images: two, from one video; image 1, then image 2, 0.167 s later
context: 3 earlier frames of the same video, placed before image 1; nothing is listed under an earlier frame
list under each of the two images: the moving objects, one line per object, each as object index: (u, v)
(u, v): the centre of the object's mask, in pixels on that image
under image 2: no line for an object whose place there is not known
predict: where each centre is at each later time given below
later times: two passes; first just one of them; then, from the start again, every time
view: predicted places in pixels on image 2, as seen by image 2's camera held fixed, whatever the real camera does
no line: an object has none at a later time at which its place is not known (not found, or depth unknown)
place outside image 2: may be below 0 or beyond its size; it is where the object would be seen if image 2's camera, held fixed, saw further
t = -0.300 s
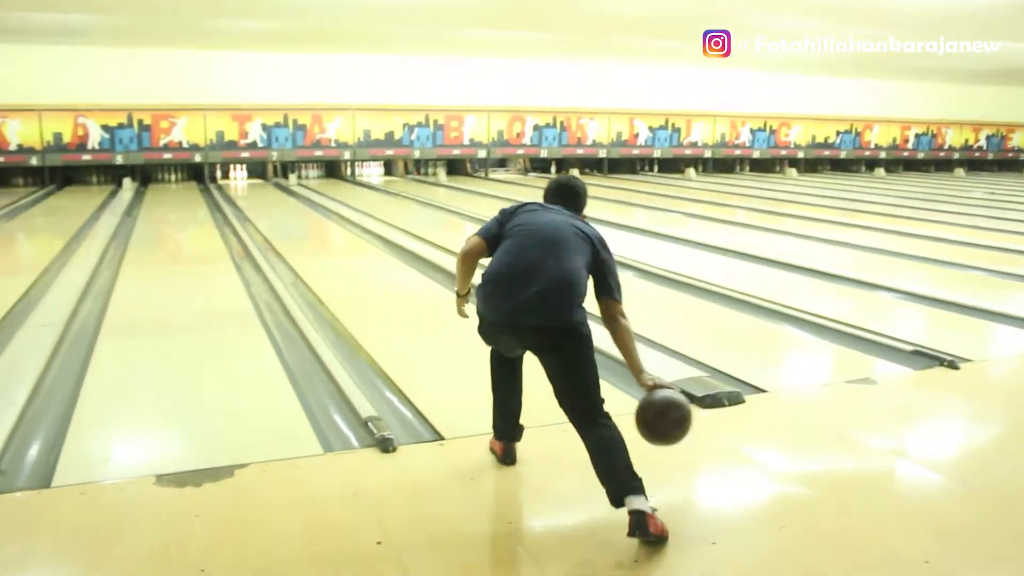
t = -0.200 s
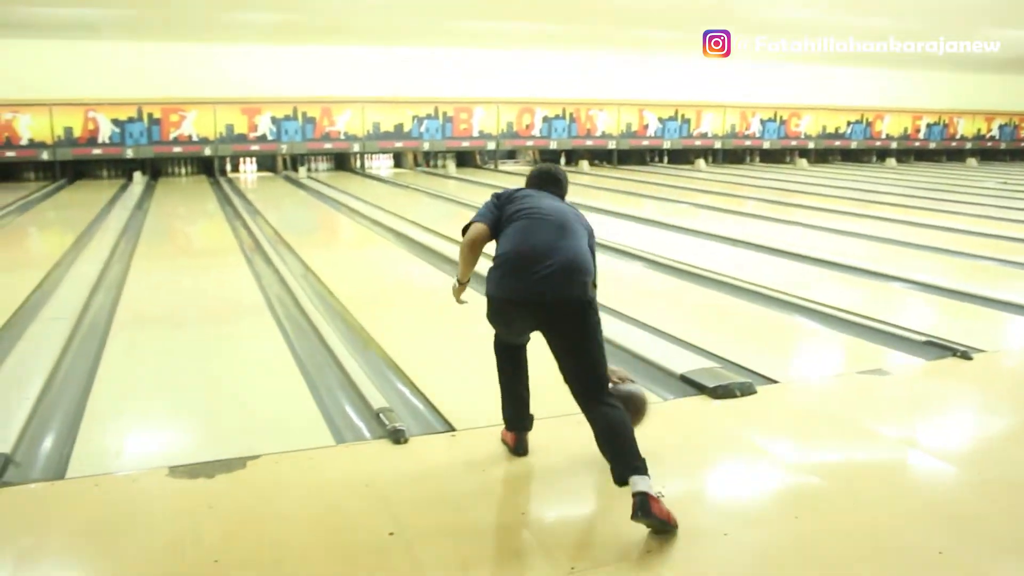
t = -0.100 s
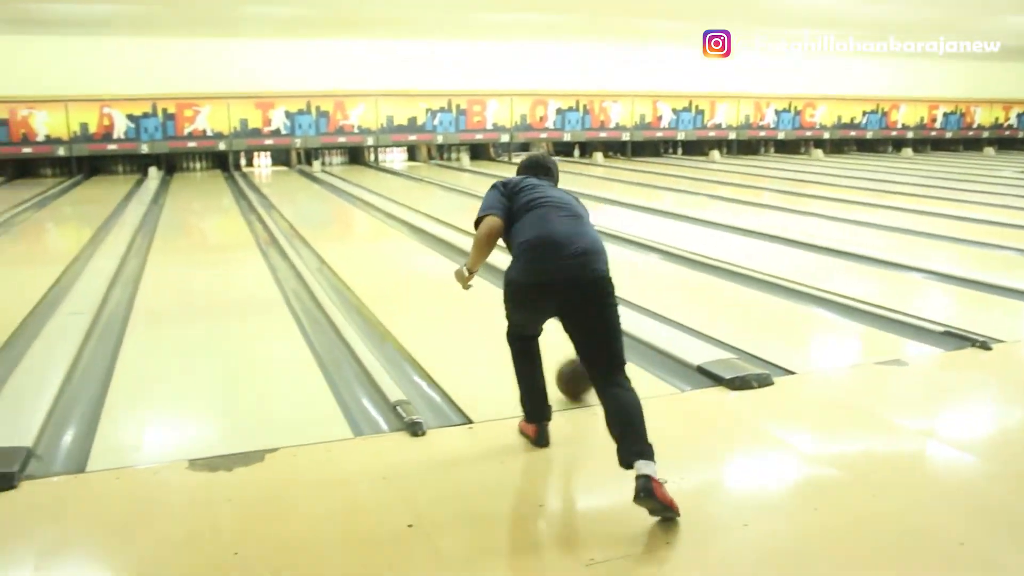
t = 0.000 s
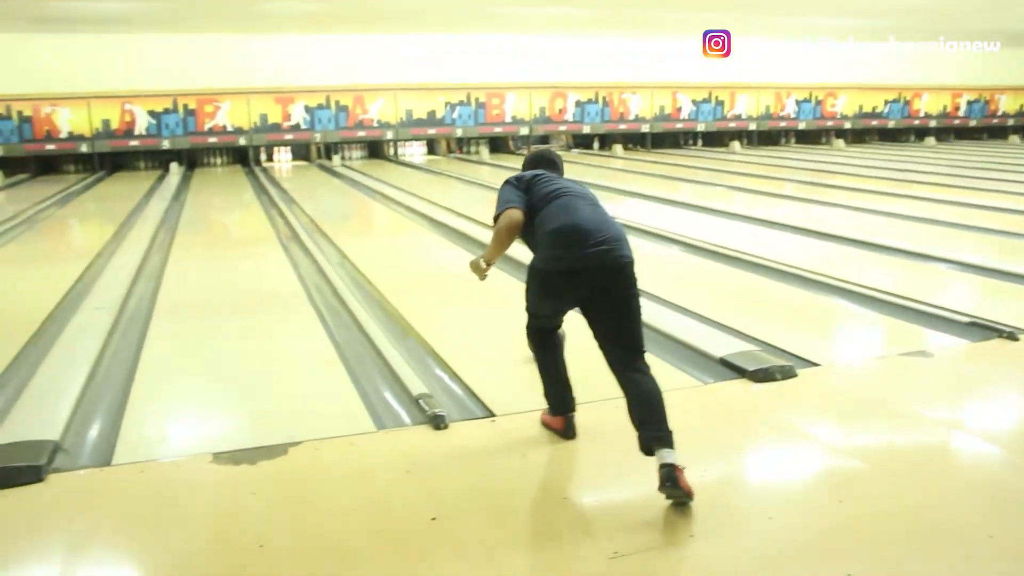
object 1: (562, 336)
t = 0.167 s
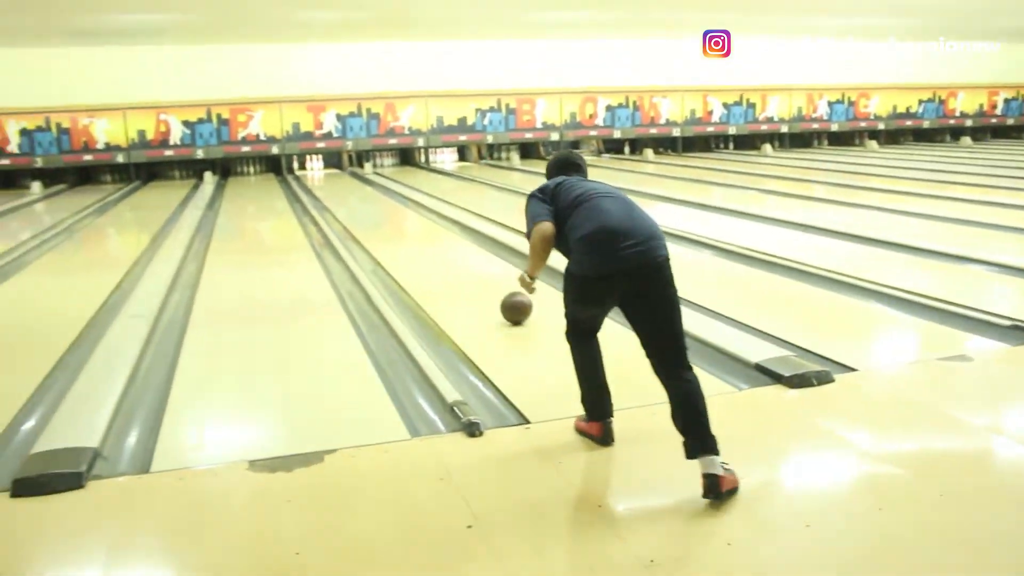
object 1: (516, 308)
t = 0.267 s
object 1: (488, 292)
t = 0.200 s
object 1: (506, 302)
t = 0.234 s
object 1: (497, 296)
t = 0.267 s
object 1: (488, 292)
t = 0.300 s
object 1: (480, 287)
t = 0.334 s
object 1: (473, 283)
